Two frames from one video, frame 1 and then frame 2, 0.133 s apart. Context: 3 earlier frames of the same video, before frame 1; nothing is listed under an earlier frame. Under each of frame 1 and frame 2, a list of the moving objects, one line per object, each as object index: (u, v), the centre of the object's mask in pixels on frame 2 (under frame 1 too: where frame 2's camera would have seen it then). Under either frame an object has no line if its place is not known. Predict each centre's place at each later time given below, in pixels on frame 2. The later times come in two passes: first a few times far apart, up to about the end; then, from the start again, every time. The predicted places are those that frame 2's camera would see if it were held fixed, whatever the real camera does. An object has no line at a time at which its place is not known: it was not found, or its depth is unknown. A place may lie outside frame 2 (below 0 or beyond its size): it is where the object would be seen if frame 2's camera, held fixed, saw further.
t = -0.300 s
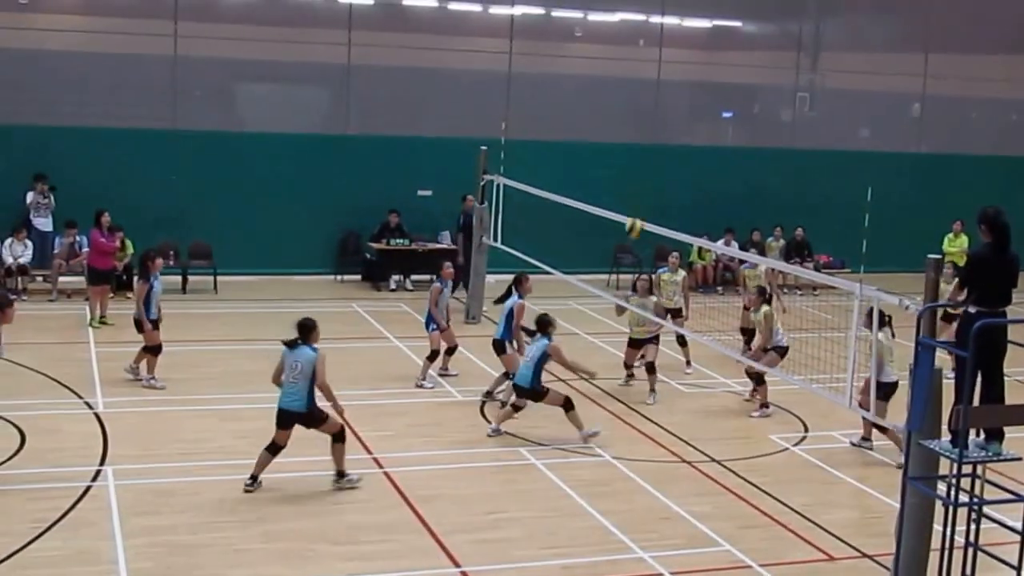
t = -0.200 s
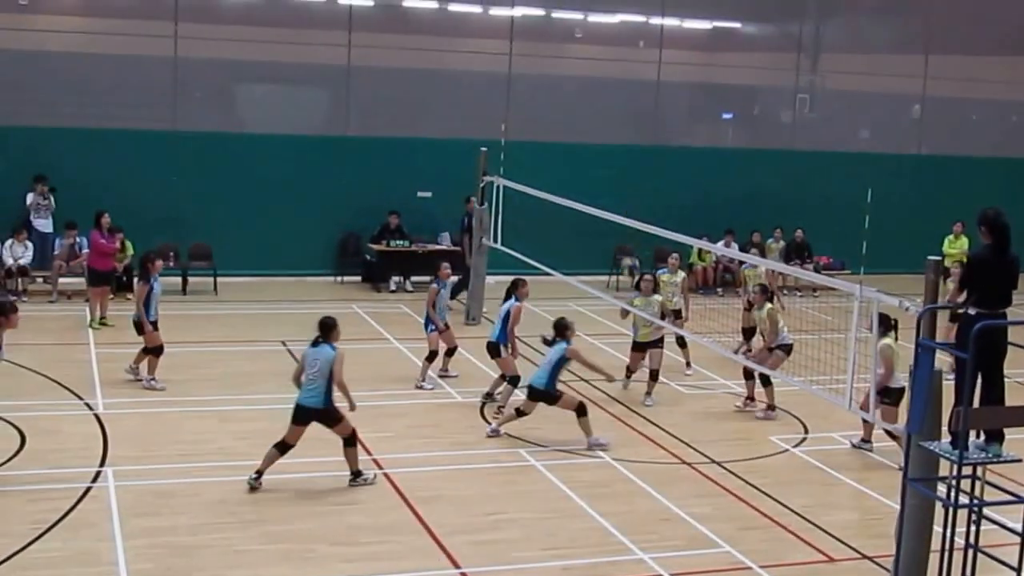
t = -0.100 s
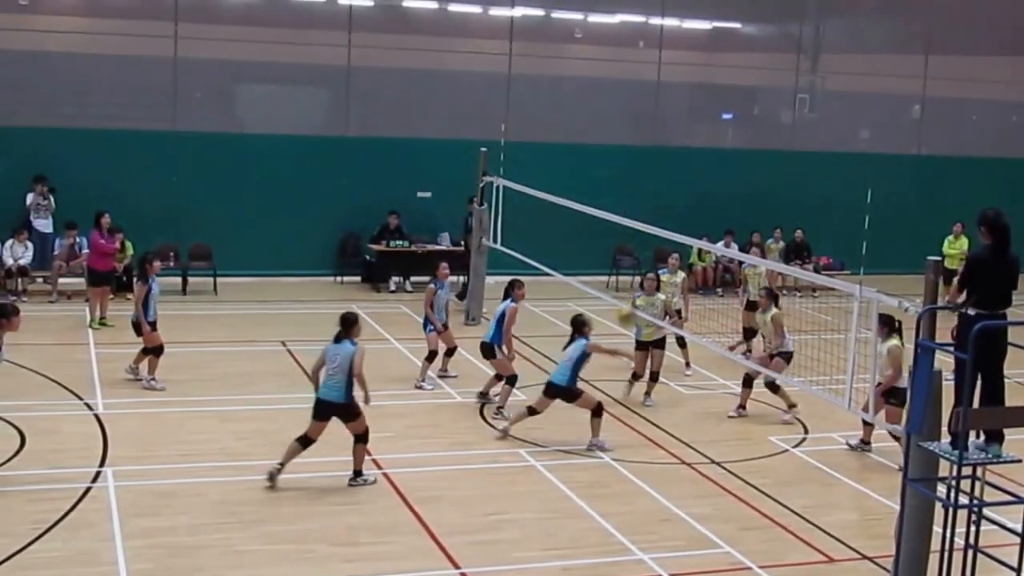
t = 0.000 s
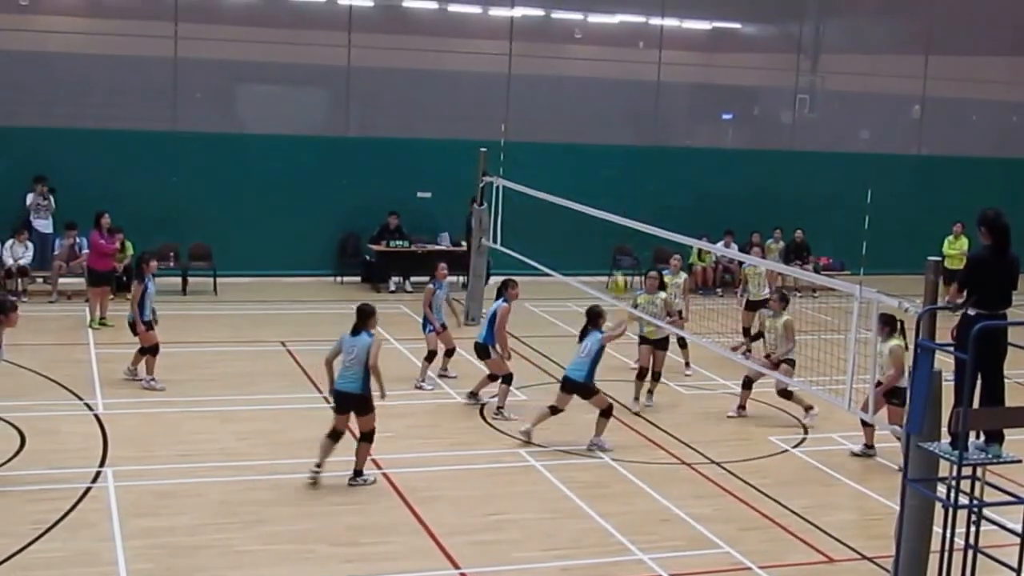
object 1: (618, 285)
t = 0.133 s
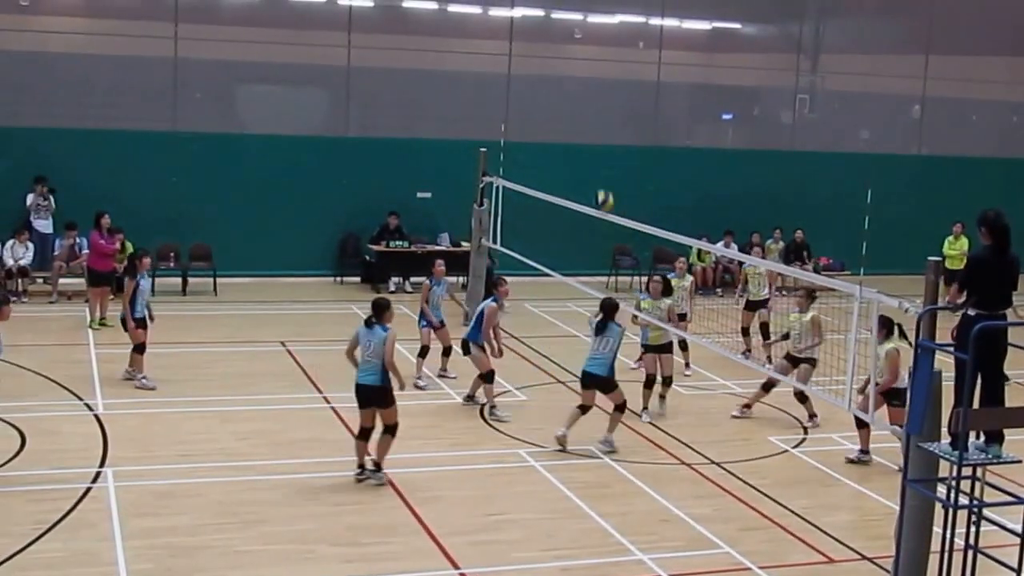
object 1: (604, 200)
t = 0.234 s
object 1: (591, 149)
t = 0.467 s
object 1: (560, 75)
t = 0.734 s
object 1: (522, 53)
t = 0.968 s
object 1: (488, 87)
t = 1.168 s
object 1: (462, 154)
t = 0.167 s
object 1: (600, 182)
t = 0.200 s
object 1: (596, 166)
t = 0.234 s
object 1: (591, 149)
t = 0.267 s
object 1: (586, 135)
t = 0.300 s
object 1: (582, 123)
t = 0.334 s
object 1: (578, 112)
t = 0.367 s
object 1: (574, 102)
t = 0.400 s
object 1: (570, 92)
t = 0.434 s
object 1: (565, 82)
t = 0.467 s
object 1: (560, 75)
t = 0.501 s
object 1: (555, 68)
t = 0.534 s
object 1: (551, 63)
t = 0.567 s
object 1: (546, 58)
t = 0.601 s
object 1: (541, 55)
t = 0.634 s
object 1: (536, 53)
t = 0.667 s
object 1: (531, 52)
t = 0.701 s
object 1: (526, 51)
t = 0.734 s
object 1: (522, 53)
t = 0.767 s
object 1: (517, 54)
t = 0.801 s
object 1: (512, 58)
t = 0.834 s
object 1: (508, 61)
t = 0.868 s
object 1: (503, 66)
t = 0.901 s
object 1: (498, 72)
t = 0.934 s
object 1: (493, 79)
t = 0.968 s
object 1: (488, 87)
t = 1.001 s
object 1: (483, 96)
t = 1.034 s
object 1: (479, 106)
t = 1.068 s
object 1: (475, 117)
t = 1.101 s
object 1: (470, 129)
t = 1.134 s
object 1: (465, 141)
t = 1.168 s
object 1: (462, 154)
